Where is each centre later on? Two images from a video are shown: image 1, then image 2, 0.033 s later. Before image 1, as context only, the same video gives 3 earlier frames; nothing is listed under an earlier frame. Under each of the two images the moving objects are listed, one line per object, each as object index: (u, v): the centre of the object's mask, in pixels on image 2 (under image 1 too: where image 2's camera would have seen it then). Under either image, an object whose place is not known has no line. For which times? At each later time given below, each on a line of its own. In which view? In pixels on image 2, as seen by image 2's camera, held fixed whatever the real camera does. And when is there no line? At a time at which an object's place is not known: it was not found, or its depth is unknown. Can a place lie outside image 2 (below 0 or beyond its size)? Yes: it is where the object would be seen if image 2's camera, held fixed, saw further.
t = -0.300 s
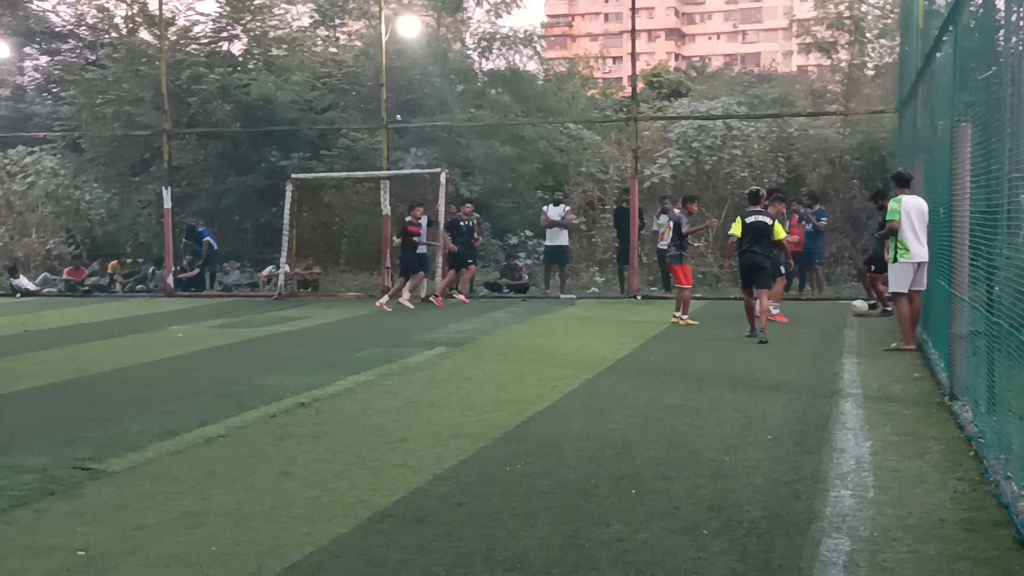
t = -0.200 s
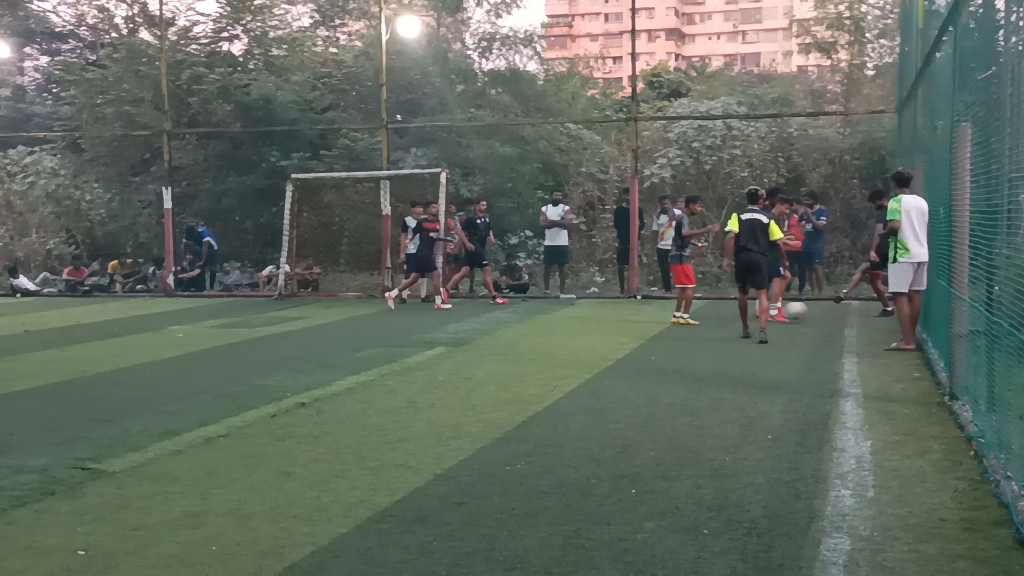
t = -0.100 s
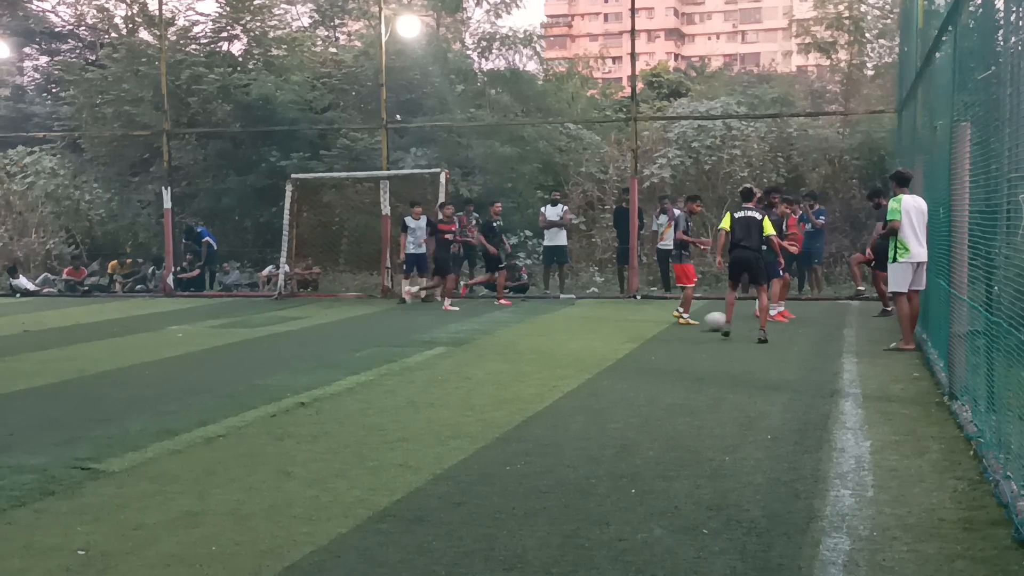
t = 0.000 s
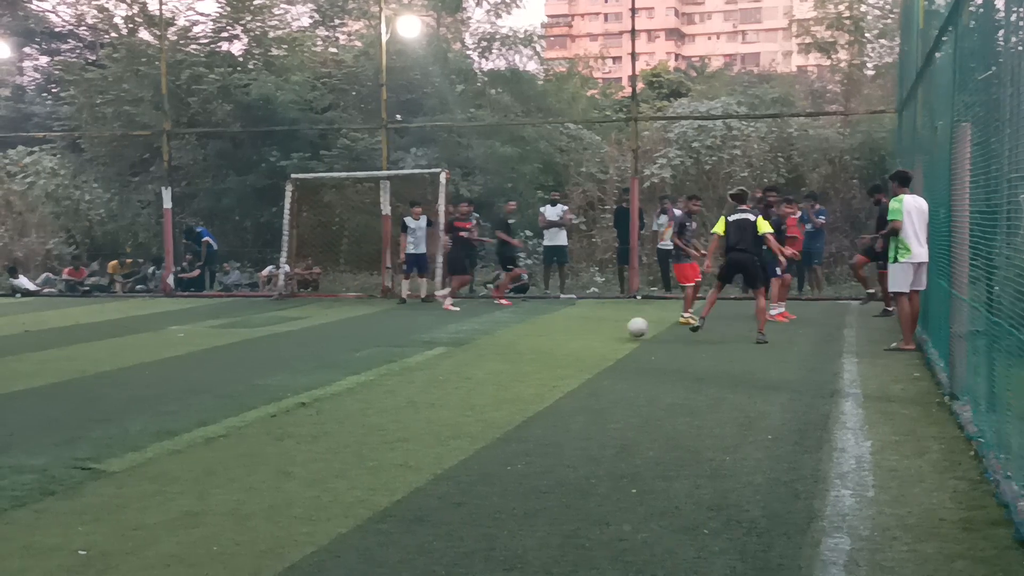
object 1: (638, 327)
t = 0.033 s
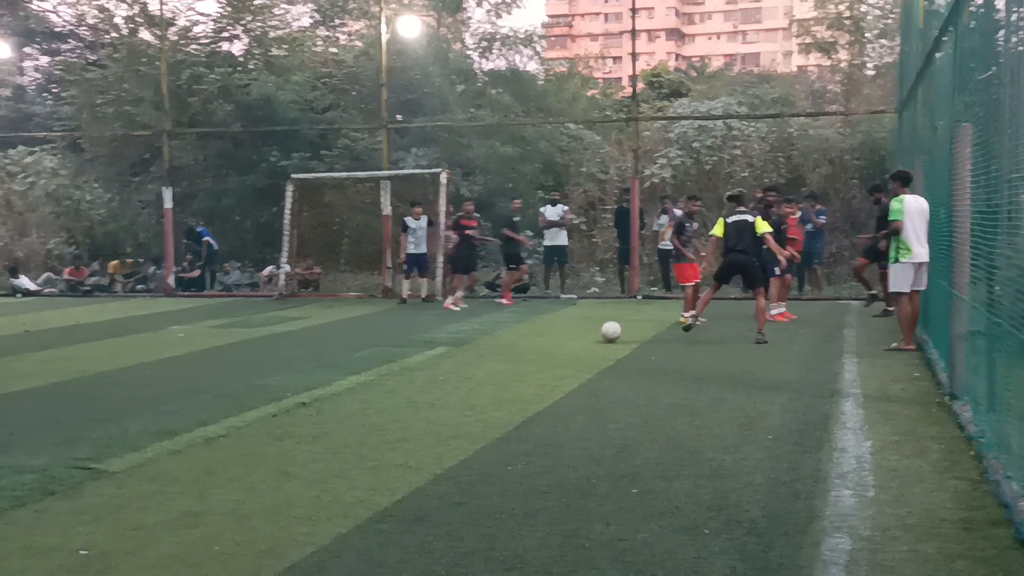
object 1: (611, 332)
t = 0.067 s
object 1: (584, 336)
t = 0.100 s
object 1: (559, 337)
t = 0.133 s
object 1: (533, 339)
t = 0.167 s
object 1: (507, 343)
